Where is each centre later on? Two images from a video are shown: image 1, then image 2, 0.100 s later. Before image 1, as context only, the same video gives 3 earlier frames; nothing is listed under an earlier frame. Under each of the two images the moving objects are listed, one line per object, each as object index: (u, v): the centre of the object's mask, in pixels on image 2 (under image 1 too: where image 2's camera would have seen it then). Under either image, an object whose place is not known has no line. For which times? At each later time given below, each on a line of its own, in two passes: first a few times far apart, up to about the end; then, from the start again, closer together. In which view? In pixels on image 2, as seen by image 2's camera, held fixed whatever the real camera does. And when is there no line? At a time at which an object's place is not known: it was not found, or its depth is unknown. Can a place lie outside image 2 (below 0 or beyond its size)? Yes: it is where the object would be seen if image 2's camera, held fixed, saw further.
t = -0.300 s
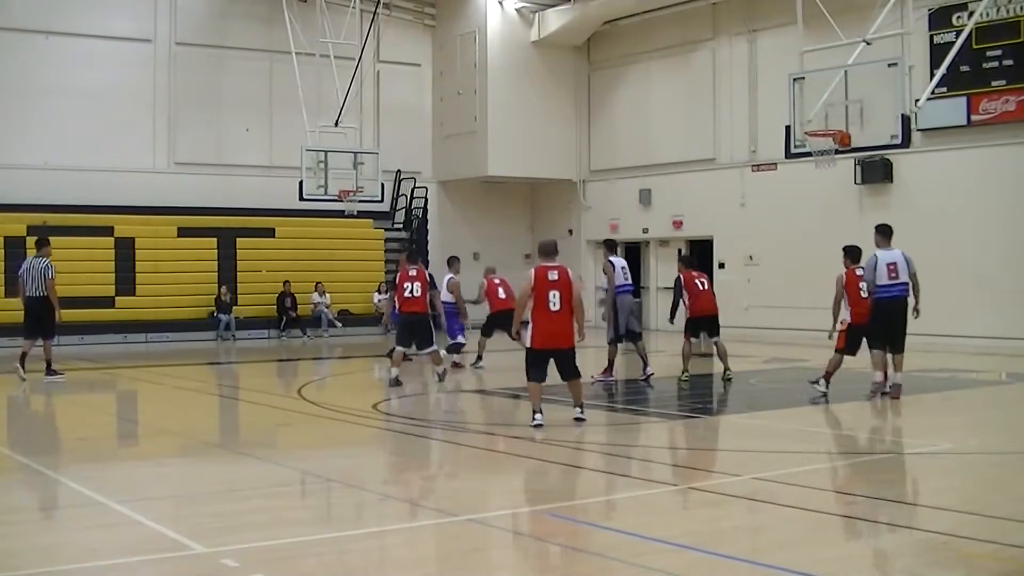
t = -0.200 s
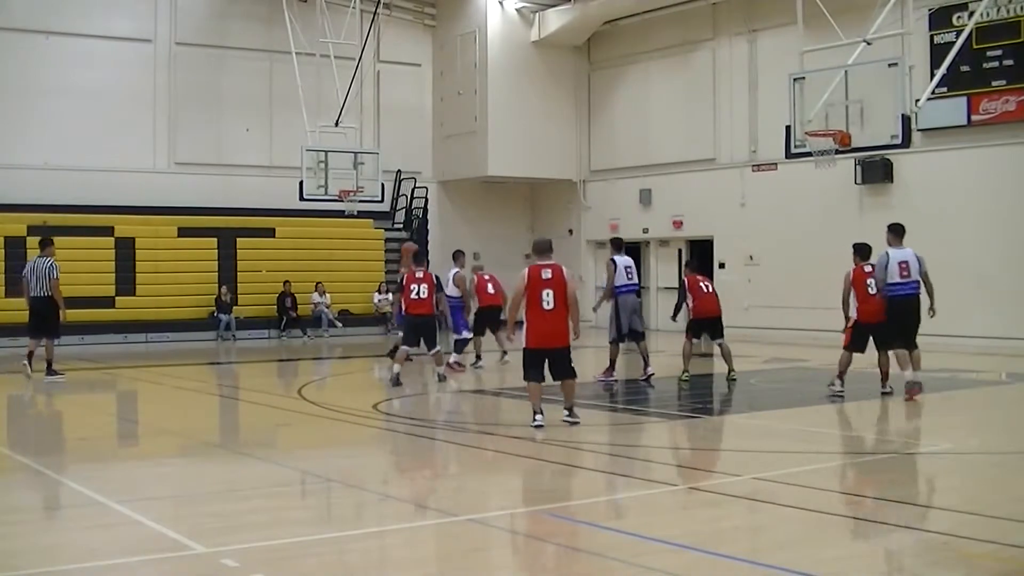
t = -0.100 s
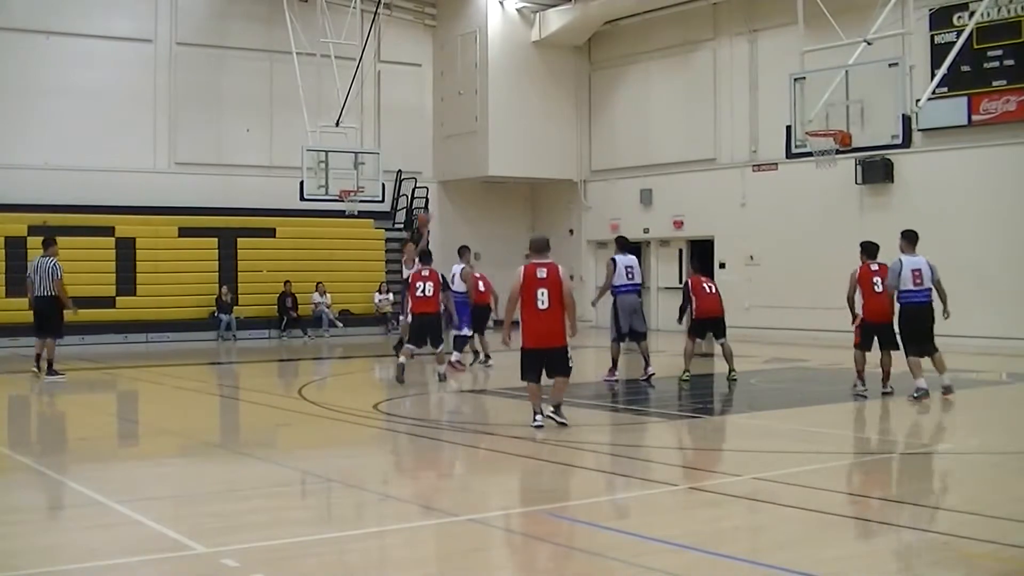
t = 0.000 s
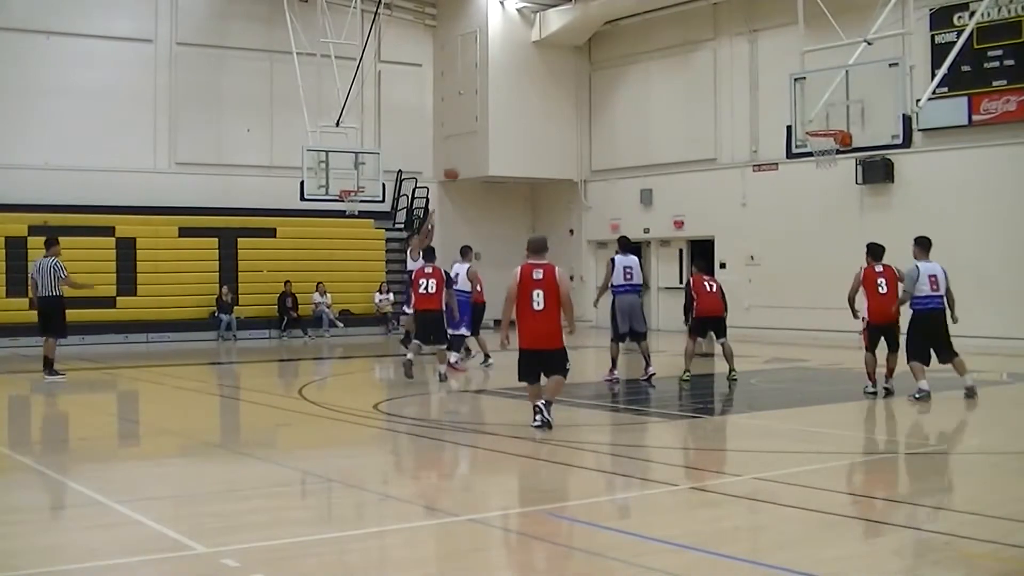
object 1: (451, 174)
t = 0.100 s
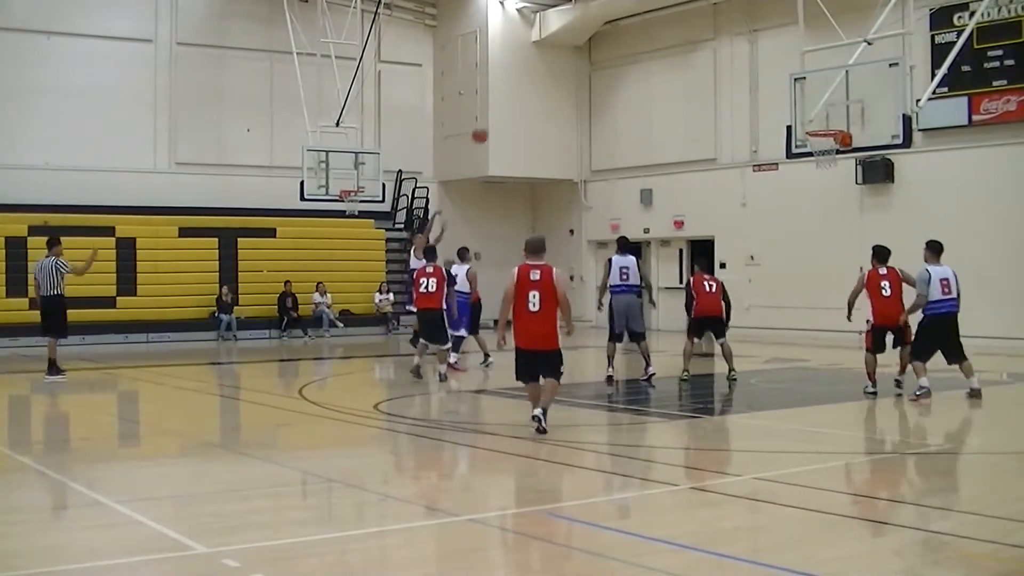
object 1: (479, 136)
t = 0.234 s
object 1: (519, 92)
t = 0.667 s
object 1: (656, 32)
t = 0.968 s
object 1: (760, 67)
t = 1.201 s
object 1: (828, 134)
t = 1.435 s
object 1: (823, 155)
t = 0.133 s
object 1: (489, 123)
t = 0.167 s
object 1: (499, 111)
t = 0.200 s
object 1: (509, 102)
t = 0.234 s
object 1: (519, 92)
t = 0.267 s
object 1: (529, 84)
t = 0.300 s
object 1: (539, 75)
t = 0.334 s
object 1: (550, 67)
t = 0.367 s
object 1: (559, 61)
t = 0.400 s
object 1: (569, 56)
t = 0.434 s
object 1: (580, 50)
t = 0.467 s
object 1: (590, 44)
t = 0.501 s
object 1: (601, 41)
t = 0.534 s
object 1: (611, 38)
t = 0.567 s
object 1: (622, 36)
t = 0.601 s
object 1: (634, 34)
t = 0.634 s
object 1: (645, 33)
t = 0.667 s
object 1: (656, 32)
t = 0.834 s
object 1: (713, 43)
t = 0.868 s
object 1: (724, 47)
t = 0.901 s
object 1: (736, 53)
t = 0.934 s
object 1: (748, 60)
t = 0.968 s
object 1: (760, 67)
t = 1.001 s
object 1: (771, 75)
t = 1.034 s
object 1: (783, 85)
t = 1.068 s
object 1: (795, 94)
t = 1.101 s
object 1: (808, 106)
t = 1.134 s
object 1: (820, 118)
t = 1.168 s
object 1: (829, 127)
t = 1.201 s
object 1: (828, 134)
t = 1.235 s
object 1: (825, 136)
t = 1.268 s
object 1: (821, 138)
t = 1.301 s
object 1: (818, 141)
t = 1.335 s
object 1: (818, 143)
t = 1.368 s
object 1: (818, 145)
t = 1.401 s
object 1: (820, 151)
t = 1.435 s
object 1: (823, 155)
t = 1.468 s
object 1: (825, 159)
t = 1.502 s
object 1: (827, 166)
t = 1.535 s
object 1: (829, 172)
